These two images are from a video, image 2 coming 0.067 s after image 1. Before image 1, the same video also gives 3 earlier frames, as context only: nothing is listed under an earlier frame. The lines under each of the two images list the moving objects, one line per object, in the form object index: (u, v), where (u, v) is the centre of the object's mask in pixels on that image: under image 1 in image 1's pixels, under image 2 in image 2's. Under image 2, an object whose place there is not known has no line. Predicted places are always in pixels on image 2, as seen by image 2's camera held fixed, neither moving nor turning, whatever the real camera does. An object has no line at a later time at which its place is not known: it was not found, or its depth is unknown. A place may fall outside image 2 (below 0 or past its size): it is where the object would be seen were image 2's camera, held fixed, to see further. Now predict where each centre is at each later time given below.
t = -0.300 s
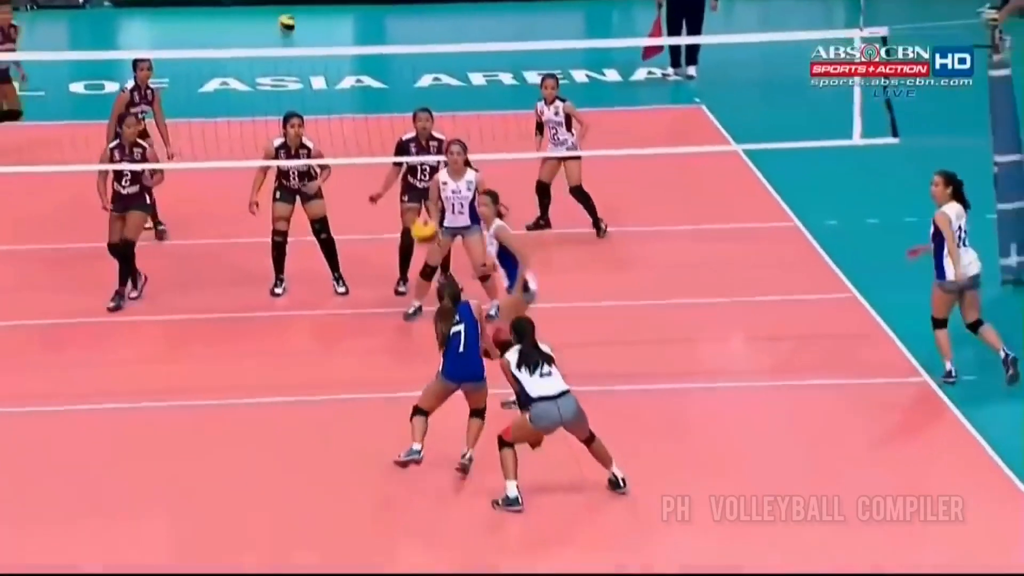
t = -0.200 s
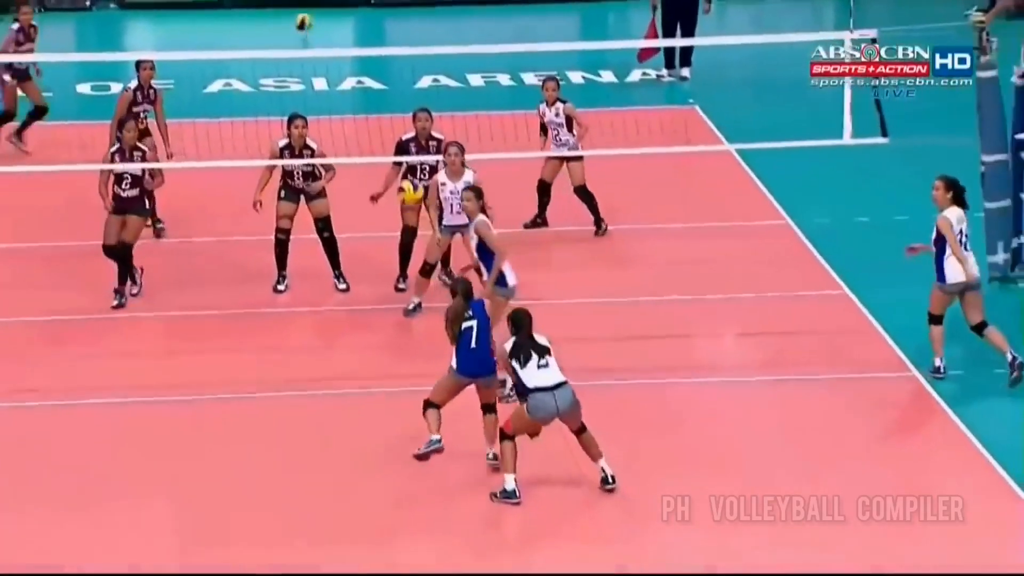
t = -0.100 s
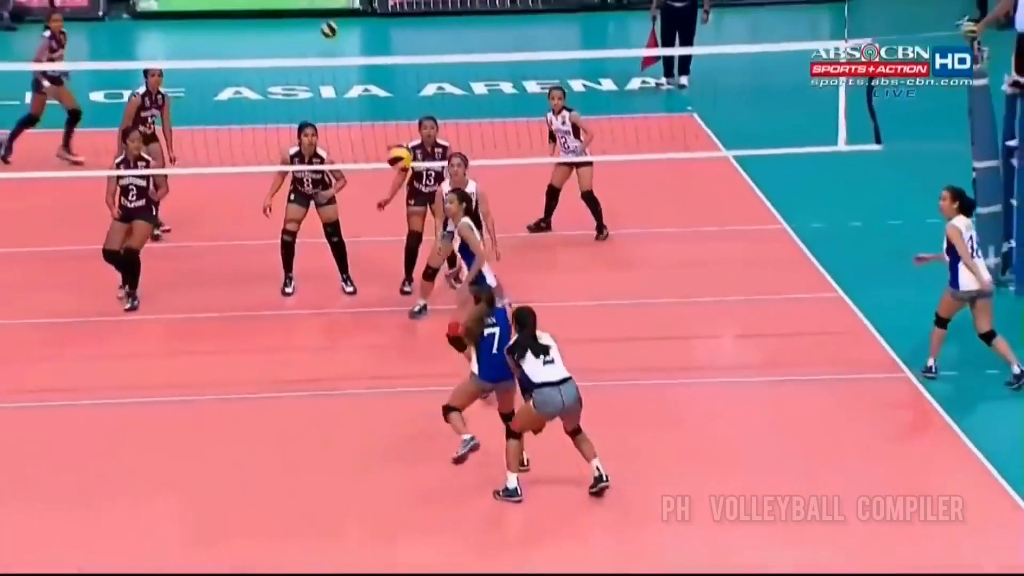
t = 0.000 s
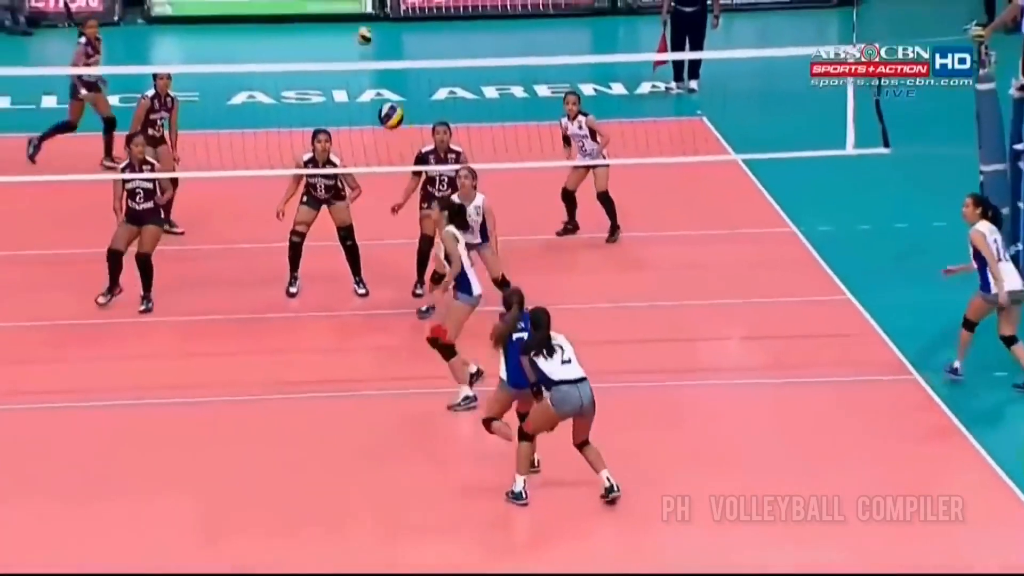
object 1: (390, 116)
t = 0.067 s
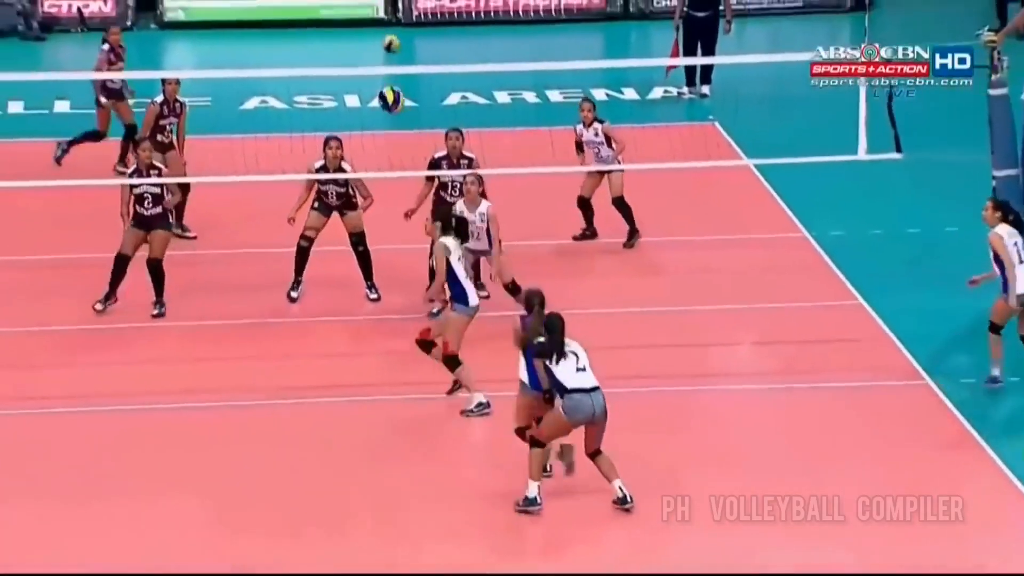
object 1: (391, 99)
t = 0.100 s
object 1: (383, 87)
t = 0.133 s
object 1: (377, 77)
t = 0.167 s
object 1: (371, 69)
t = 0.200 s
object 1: (369, 66)
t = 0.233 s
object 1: (360, 57)
